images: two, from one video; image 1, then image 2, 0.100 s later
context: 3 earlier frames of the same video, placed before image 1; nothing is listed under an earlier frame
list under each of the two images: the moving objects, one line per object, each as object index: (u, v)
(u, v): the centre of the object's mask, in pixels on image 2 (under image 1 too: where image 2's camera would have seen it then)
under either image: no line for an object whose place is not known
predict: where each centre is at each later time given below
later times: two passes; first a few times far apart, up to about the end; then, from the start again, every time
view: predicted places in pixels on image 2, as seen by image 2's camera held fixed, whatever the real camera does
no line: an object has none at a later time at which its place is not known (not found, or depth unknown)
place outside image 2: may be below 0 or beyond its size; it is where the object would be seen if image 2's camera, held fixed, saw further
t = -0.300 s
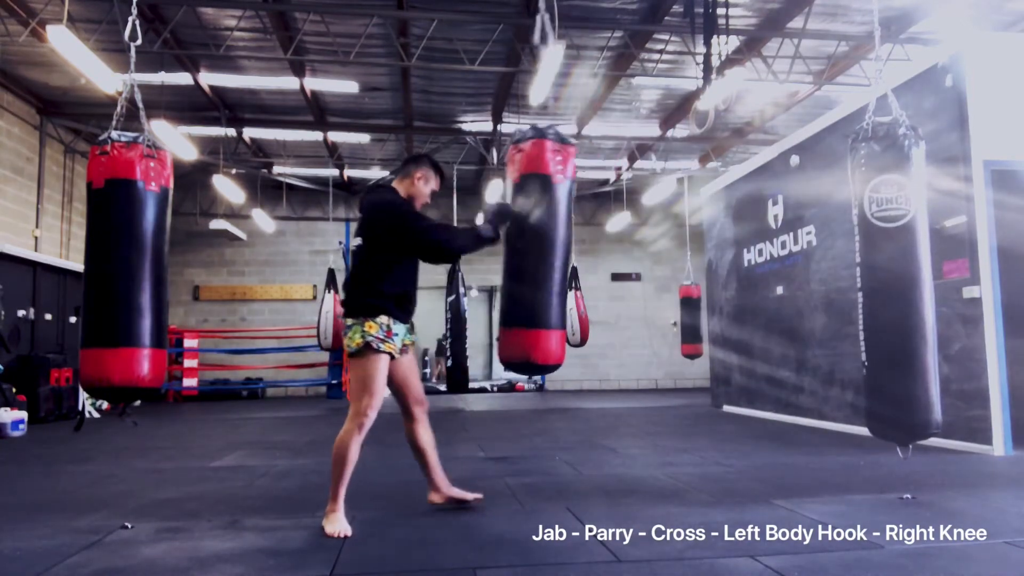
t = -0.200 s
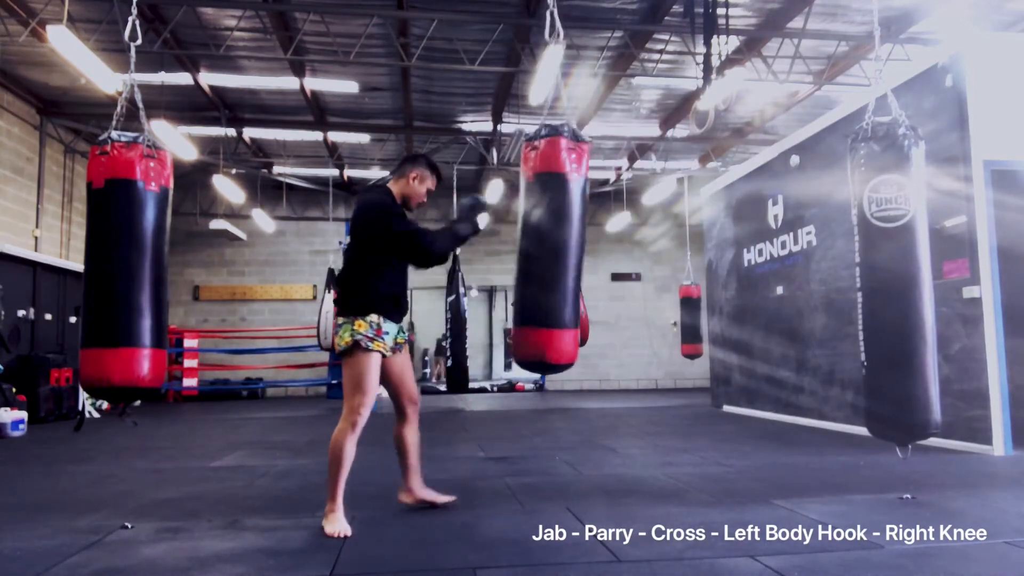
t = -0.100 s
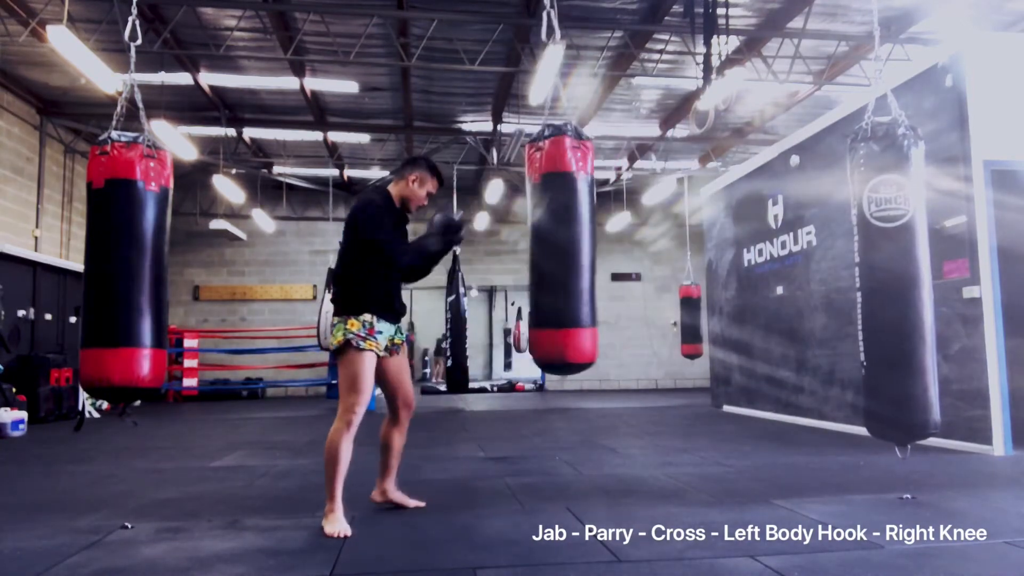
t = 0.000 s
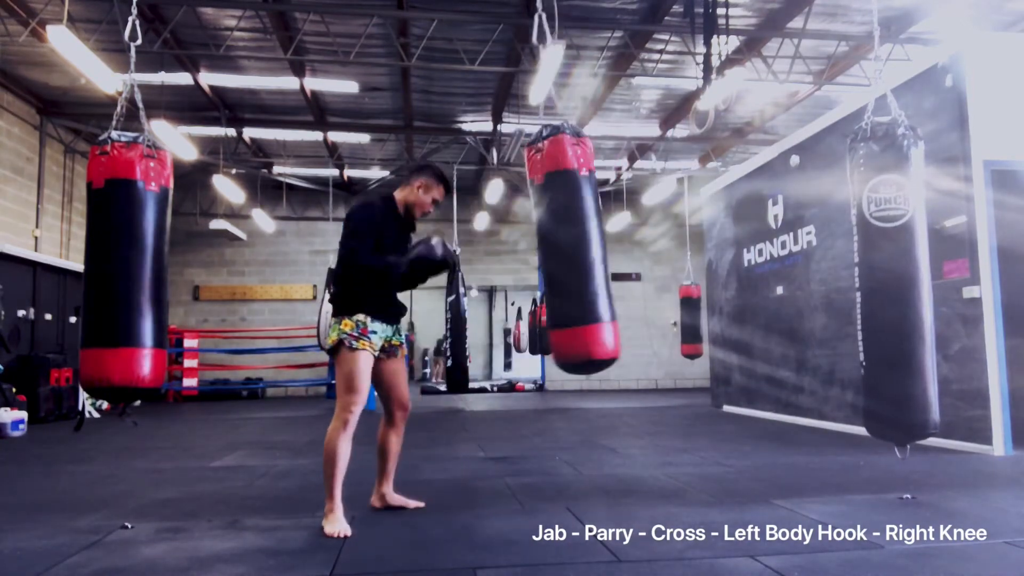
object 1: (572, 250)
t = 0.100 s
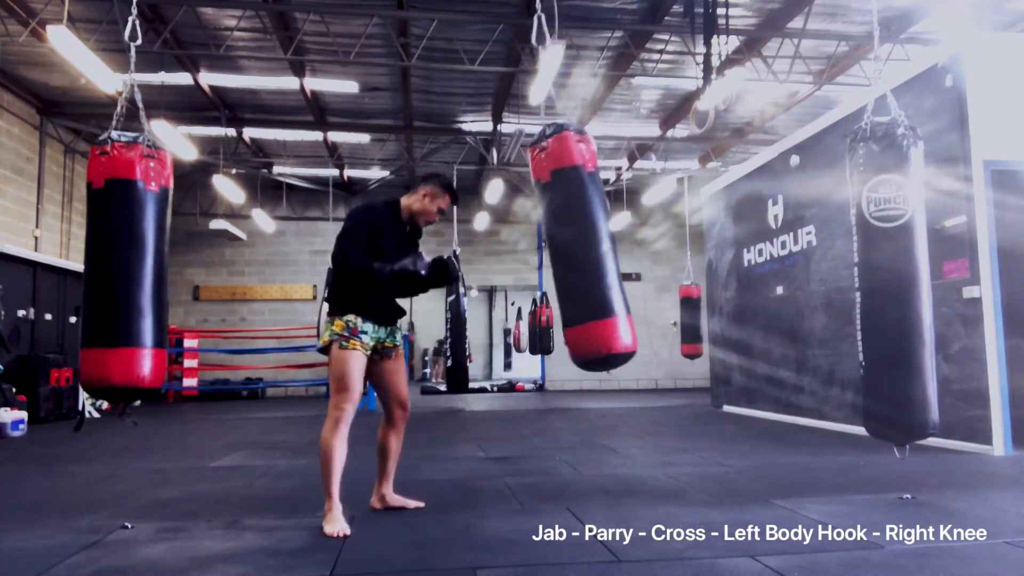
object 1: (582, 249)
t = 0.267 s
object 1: (596, 247)
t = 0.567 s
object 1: (602, 245)
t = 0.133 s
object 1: (585, 248)
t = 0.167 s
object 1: (588, 248)
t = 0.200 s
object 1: (591, 248)
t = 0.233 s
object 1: (593, 247)
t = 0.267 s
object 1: (596, 247)
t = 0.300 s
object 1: (599, 247)
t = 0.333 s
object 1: (600, 245)
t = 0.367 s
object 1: (602, 244)
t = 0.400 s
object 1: (603, 243)
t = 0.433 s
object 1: (603, 243)
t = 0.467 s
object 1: (604, 243)
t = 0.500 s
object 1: (604, 243)
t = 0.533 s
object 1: (603, 244)
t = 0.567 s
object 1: (602, 245)
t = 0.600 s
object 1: (601, 245)
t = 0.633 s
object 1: (599, 245)
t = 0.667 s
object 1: (598, 245)
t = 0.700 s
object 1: (596, 244)
